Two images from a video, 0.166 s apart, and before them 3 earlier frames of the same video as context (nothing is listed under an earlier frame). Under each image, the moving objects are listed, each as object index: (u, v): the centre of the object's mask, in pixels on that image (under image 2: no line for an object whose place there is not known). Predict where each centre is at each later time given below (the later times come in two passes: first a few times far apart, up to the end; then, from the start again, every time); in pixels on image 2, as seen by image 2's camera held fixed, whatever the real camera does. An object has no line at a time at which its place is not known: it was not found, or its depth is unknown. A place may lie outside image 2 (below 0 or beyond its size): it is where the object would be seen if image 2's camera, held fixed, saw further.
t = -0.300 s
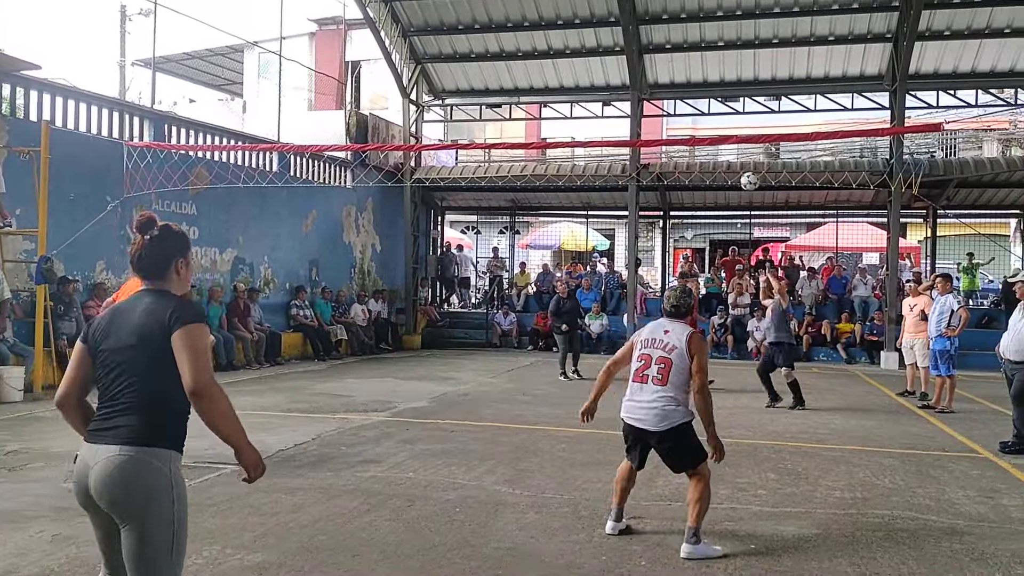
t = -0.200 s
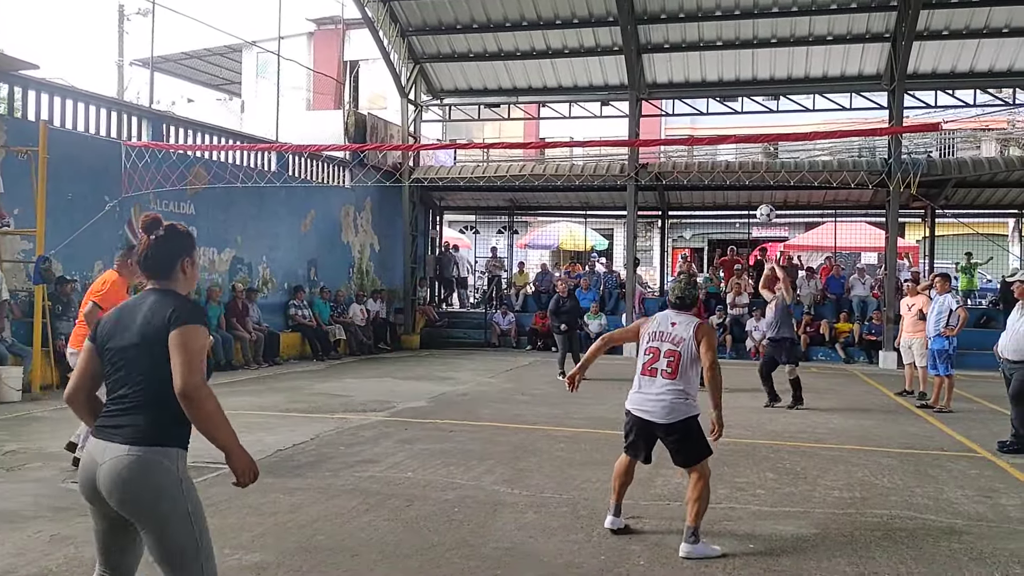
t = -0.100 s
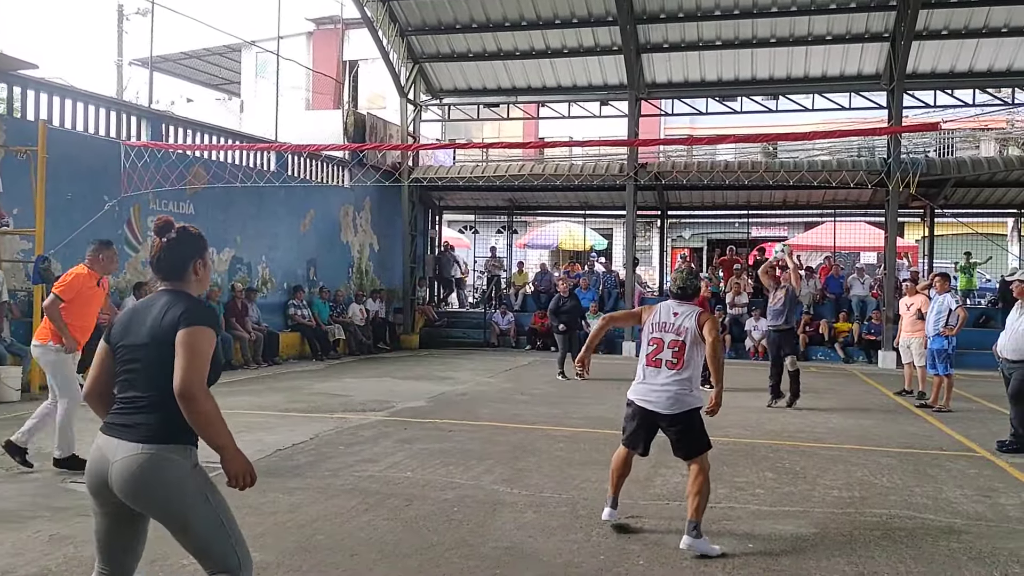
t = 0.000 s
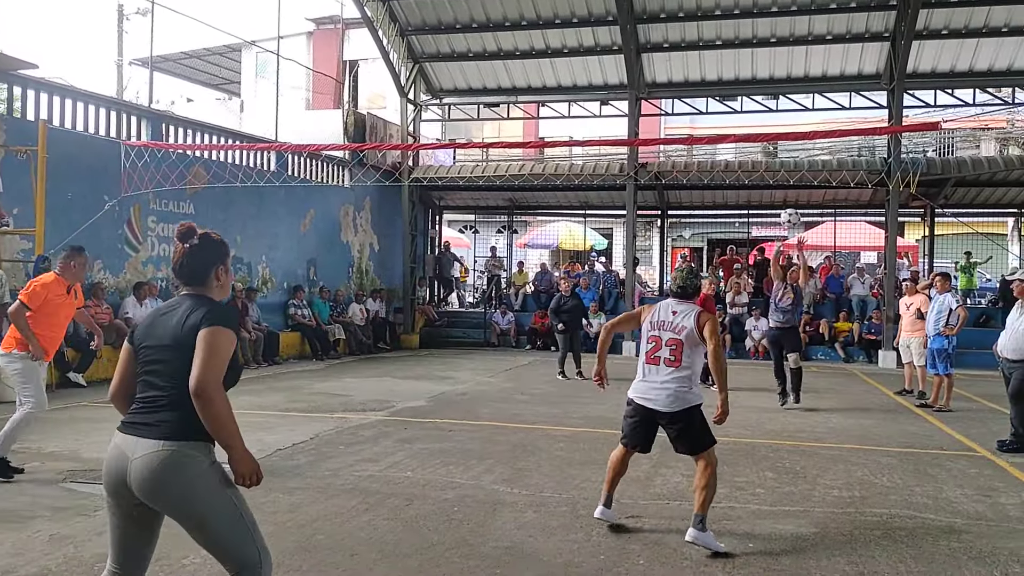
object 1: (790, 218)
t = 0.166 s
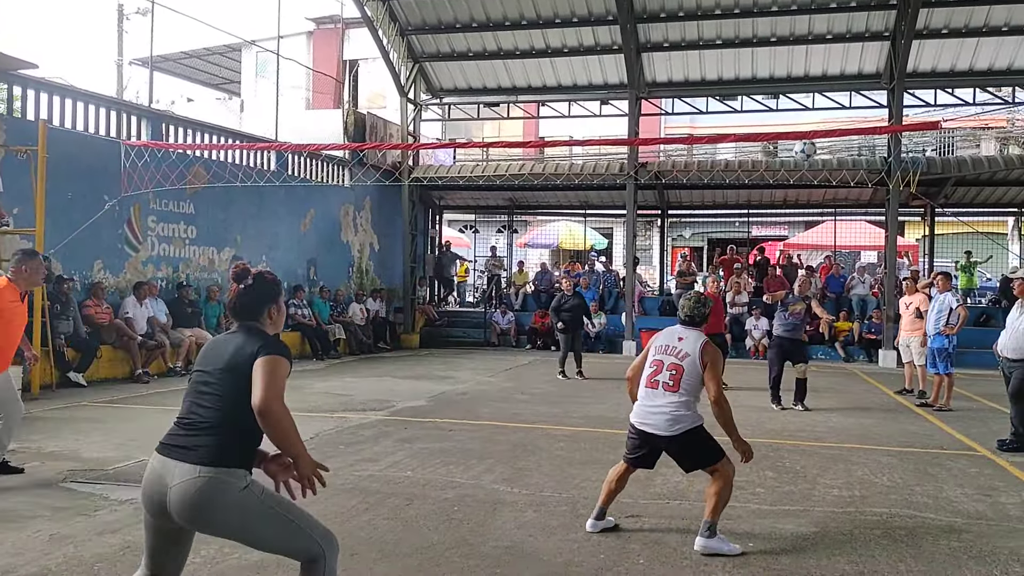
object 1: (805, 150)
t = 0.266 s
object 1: (816, 113)
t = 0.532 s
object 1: (859, 32)
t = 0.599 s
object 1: (874, 23)
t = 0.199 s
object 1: (809, 144)
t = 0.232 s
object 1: (812, 123)
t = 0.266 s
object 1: (816, 113)
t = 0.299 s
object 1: (820, 101)
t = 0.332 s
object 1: (825, 89)
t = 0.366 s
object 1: (829, 78)
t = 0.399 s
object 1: (834, 68)
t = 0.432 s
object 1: (840, 58)
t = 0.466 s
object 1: (846, 48)
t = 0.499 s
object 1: (852, 40)
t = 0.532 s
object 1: (859, 32)
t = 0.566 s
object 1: (866, 25)
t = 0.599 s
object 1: (874, 23)
